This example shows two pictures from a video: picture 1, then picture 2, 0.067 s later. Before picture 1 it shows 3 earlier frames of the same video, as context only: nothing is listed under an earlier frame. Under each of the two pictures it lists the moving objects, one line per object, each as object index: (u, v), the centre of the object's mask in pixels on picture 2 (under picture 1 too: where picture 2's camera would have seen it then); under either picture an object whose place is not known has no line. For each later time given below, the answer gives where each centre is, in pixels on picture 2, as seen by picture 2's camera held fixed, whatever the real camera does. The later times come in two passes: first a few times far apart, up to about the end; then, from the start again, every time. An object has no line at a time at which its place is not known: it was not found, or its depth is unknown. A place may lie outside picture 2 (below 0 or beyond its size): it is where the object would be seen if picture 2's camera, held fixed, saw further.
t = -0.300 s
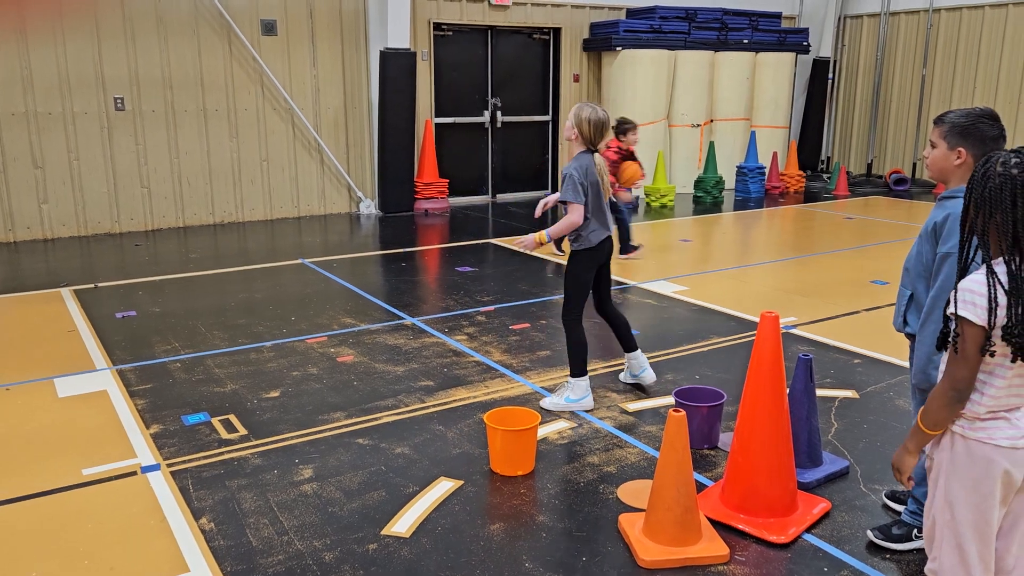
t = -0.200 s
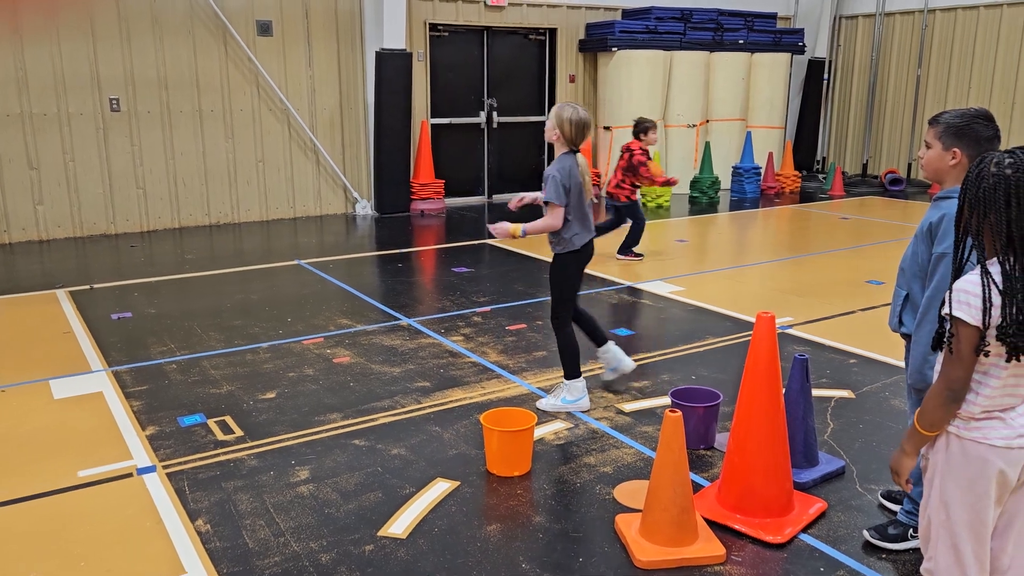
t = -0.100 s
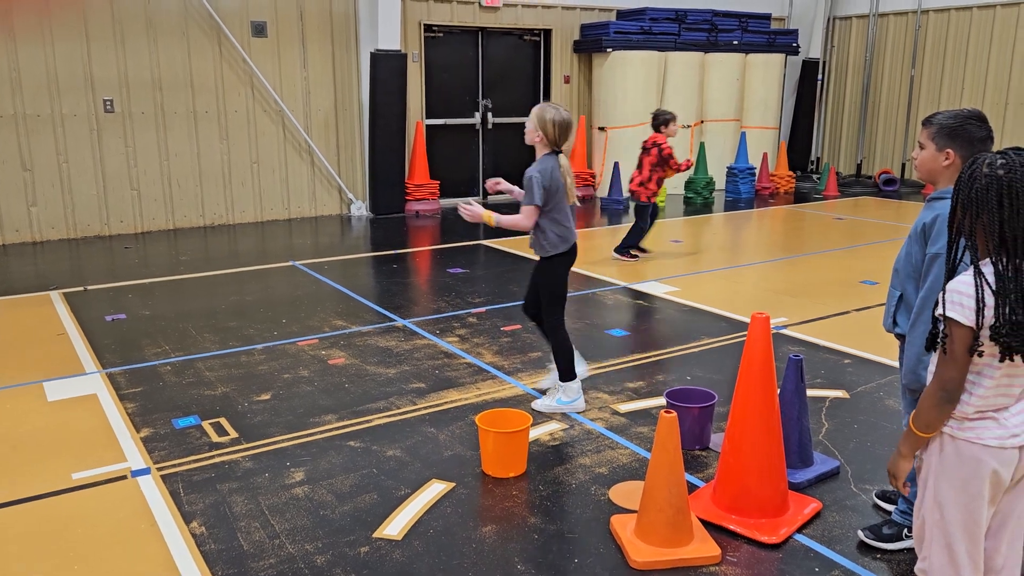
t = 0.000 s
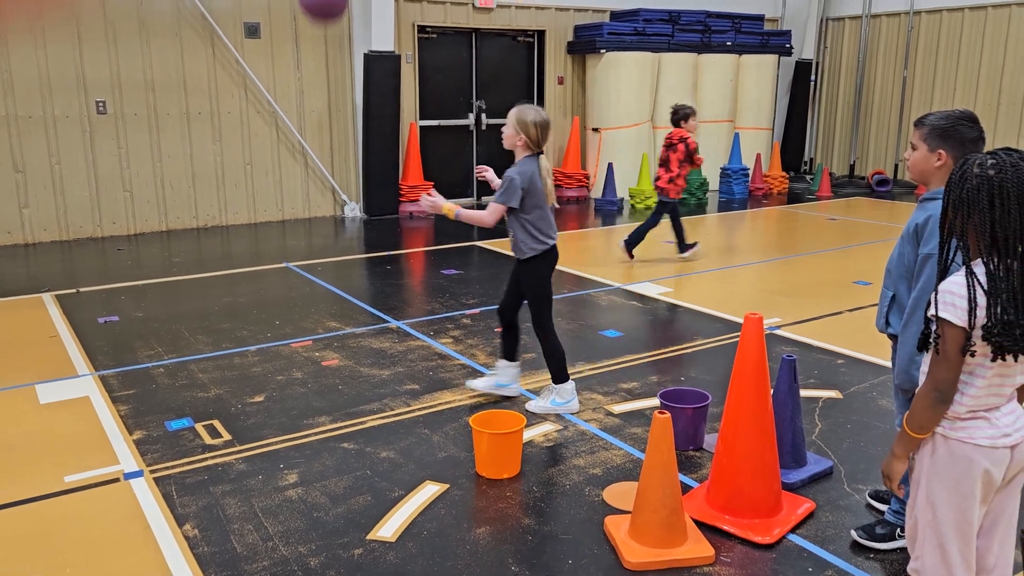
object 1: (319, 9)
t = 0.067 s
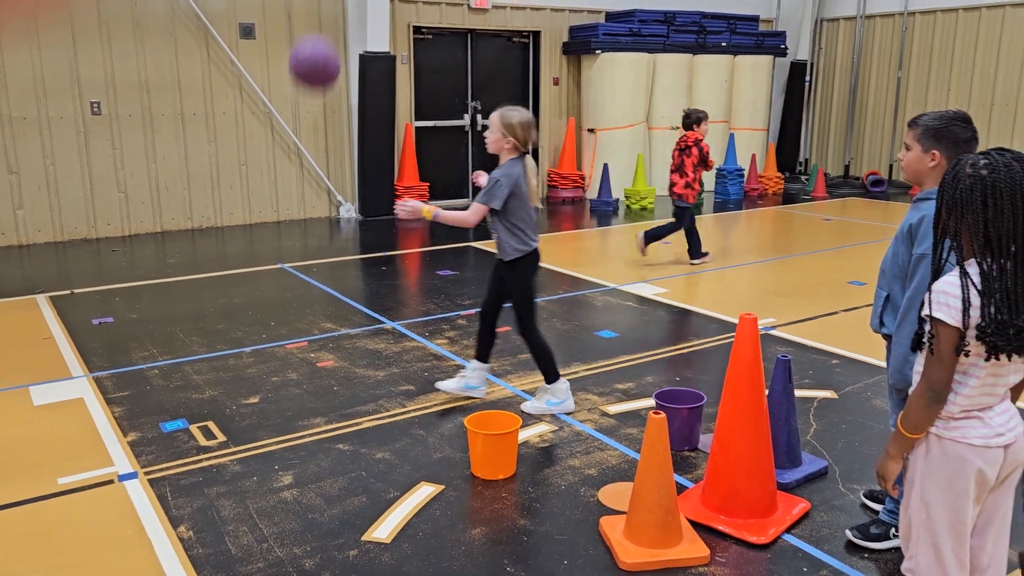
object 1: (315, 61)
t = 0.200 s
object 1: (307, 234)
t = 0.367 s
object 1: (298, 374)
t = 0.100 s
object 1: (313, 99)
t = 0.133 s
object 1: (311, 141)
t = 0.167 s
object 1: (308, 185)
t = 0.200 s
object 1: (307, 234)
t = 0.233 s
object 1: (305, 283)
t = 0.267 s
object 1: (305, 334)
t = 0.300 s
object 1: (305, 392)
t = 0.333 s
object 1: (303, 404)
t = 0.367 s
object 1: (298, 374)
